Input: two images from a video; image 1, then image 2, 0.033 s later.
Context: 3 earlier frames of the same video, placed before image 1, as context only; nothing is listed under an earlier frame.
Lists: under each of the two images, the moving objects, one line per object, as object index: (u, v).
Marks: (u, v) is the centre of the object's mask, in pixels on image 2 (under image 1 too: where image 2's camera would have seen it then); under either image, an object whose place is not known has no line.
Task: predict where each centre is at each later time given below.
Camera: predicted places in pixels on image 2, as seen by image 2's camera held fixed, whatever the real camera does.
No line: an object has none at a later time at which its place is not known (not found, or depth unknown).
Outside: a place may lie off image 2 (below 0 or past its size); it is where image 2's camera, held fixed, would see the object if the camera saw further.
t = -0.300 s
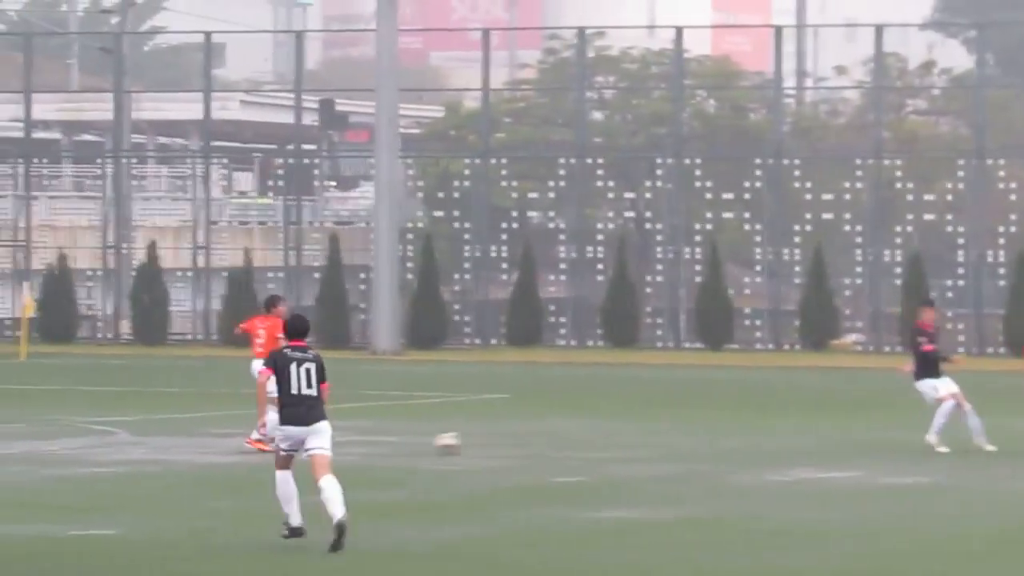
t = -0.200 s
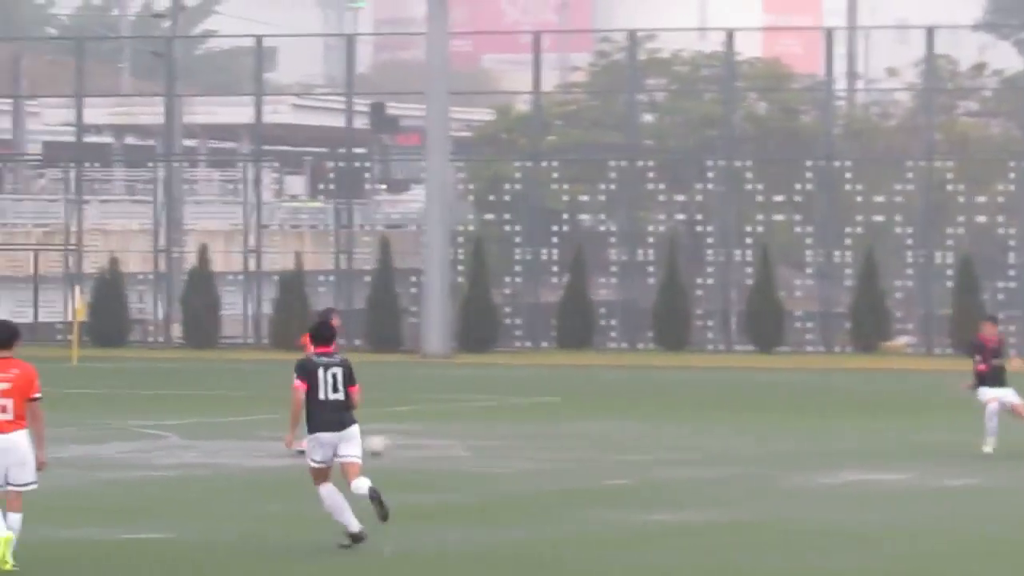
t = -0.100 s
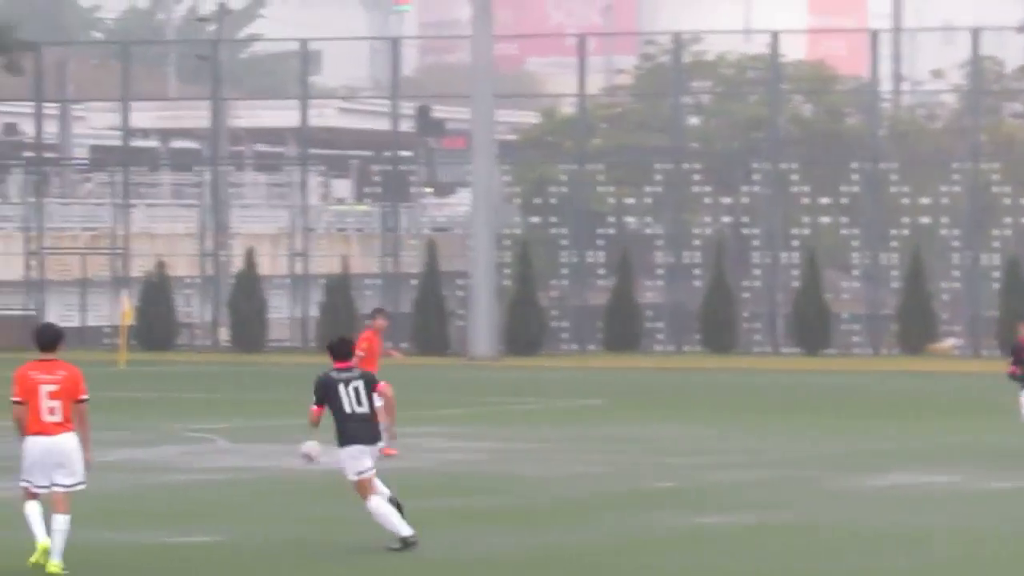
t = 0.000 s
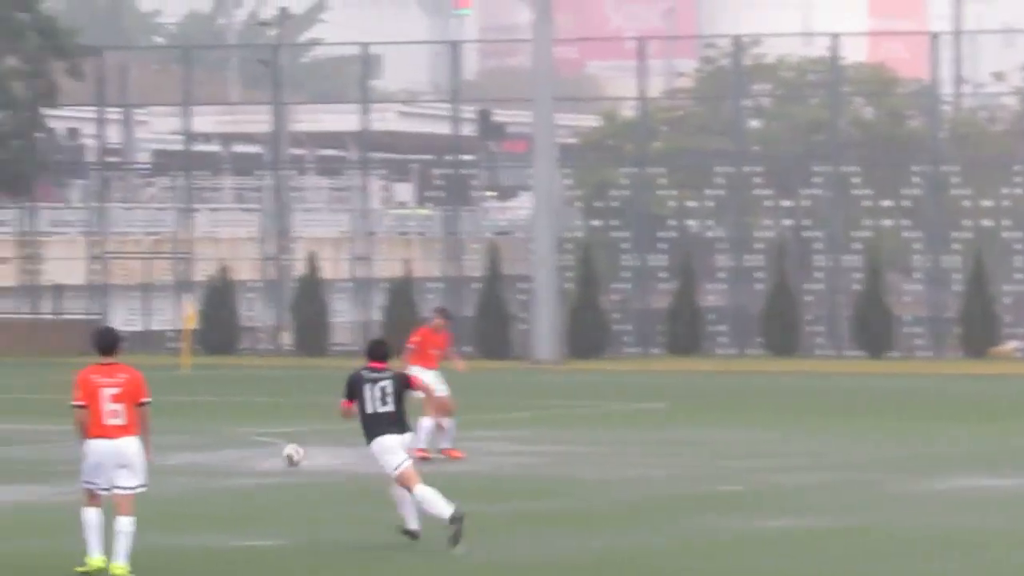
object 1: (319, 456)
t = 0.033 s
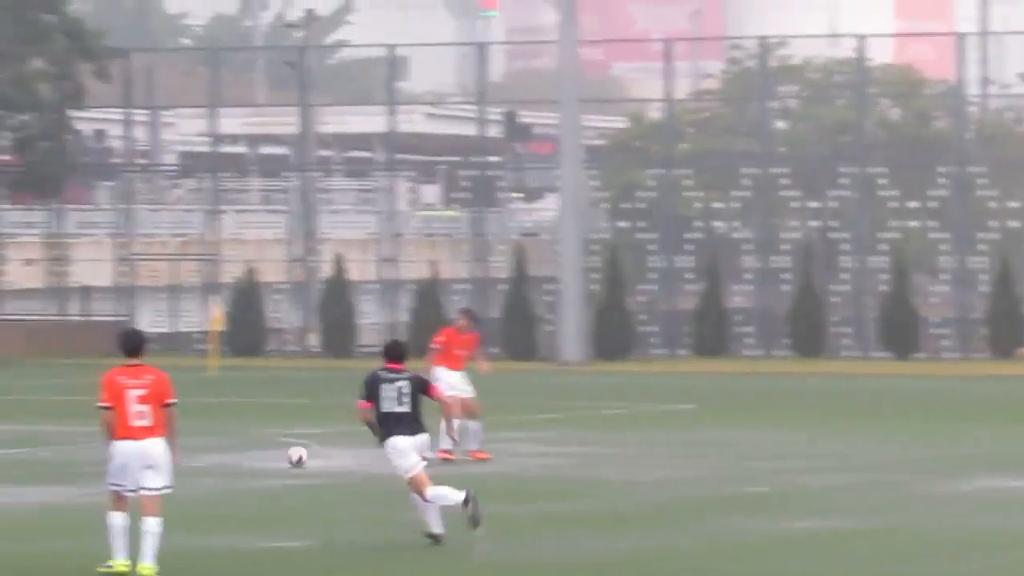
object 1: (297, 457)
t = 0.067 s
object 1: (277, 456)
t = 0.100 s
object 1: (257, 456)
